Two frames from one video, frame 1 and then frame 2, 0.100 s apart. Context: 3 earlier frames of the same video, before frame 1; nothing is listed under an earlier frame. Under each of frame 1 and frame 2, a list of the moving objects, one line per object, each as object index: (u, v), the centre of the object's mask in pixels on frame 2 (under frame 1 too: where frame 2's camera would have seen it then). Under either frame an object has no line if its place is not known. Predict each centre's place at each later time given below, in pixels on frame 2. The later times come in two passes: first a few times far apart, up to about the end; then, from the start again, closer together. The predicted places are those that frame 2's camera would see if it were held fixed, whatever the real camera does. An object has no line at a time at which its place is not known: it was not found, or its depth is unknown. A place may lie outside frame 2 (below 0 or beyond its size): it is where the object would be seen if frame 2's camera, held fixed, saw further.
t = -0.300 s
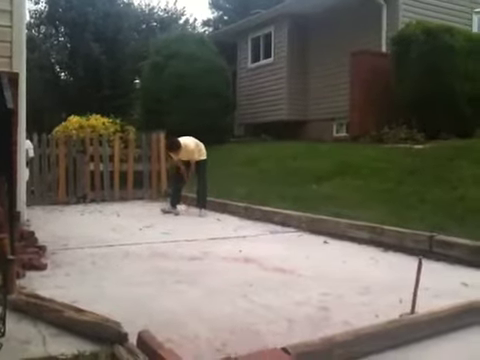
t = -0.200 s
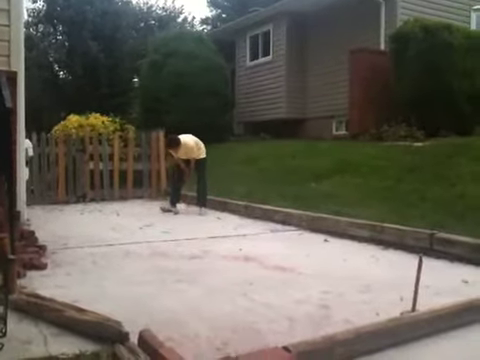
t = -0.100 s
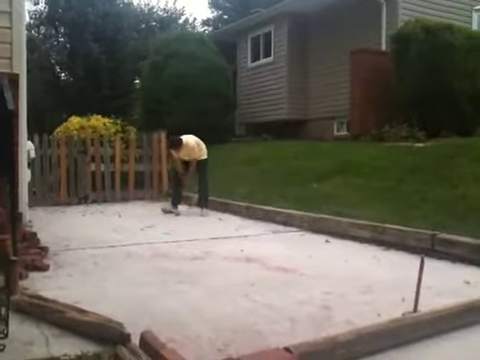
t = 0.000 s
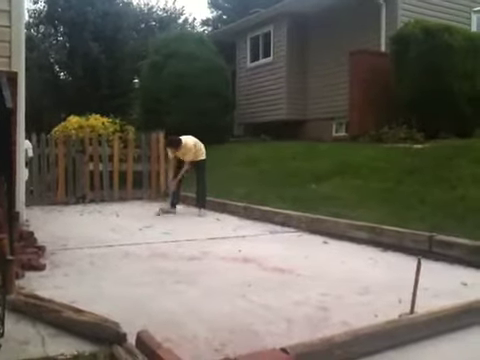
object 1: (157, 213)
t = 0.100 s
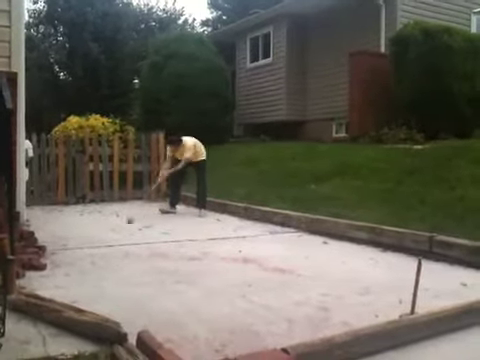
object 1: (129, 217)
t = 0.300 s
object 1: (68, 230)
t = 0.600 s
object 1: (48, 239)
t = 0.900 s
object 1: (90, 236)
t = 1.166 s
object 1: (120, 235)
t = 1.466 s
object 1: (148, 233)
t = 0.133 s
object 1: (120, 219)
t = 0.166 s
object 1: (110, 221)
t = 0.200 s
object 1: (99, 225)
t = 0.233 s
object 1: (90, 226)
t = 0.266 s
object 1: (79, 227)
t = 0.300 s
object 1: (68, 230)
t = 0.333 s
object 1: (56, 232)
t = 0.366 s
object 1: (44, 235)
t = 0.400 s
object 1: (42, 241)
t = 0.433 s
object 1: (42, 242)
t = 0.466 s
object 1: (44, 241)
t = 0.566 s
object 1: (40, 237)
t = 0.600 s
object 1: (48, 239)
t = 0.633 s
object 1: (53, 237)
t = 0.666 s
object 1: (58, 237)
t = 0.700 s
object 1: (64, 237)
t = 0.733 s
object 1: (68, 237)
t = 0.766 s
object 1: (73, 237)
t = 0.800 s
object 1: (78, 237)
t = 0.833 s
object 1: (82, 237)
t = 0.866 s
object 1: (87, 236)
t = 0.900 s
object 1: (90, 236)
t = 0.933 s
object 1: (94, 236)
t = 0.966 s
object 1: (98, 236)
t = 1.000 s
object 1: (102, 236)
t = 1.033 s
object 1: (106, 235)
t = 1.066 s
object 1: (110, 235)
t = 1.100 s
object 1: (113, 235)
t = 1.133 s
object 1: (116, 235)
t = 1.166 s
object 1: (120, 235)
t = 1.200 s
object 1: (124, 234)
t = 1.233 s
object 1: (127, 234)
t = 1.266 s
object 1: (130, 234)
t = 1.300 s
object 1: (133, 234)
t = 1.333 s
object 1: (136, 234)
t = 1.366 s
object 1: (140, 234)
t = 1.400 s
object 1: (142, 233)
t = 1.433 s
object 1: (145, 233)
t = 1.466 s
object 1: (148, 233)
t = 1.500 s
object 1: (151, 233)
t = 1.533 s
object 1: (154, 234)
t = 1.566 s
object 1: (157, 233)
